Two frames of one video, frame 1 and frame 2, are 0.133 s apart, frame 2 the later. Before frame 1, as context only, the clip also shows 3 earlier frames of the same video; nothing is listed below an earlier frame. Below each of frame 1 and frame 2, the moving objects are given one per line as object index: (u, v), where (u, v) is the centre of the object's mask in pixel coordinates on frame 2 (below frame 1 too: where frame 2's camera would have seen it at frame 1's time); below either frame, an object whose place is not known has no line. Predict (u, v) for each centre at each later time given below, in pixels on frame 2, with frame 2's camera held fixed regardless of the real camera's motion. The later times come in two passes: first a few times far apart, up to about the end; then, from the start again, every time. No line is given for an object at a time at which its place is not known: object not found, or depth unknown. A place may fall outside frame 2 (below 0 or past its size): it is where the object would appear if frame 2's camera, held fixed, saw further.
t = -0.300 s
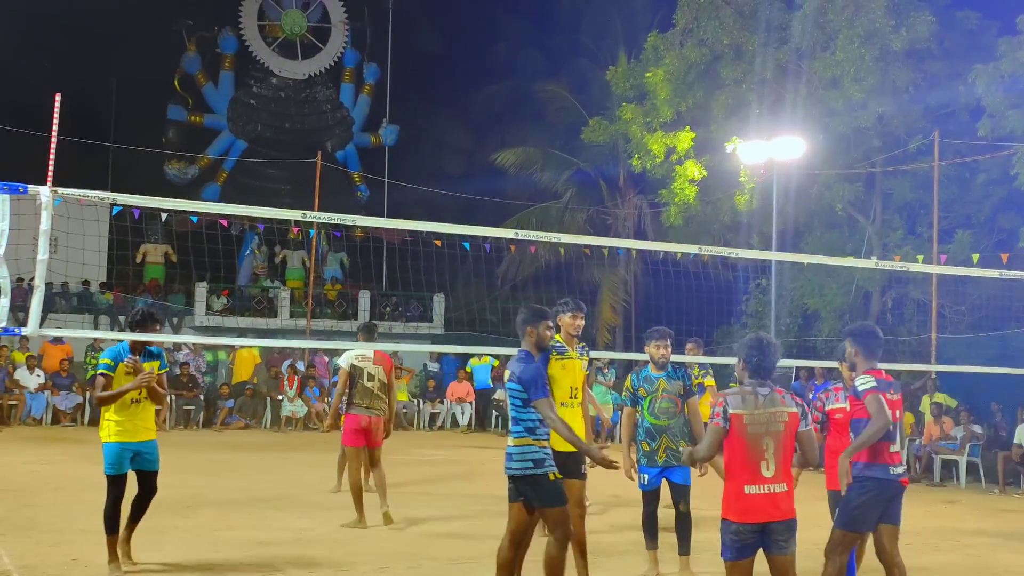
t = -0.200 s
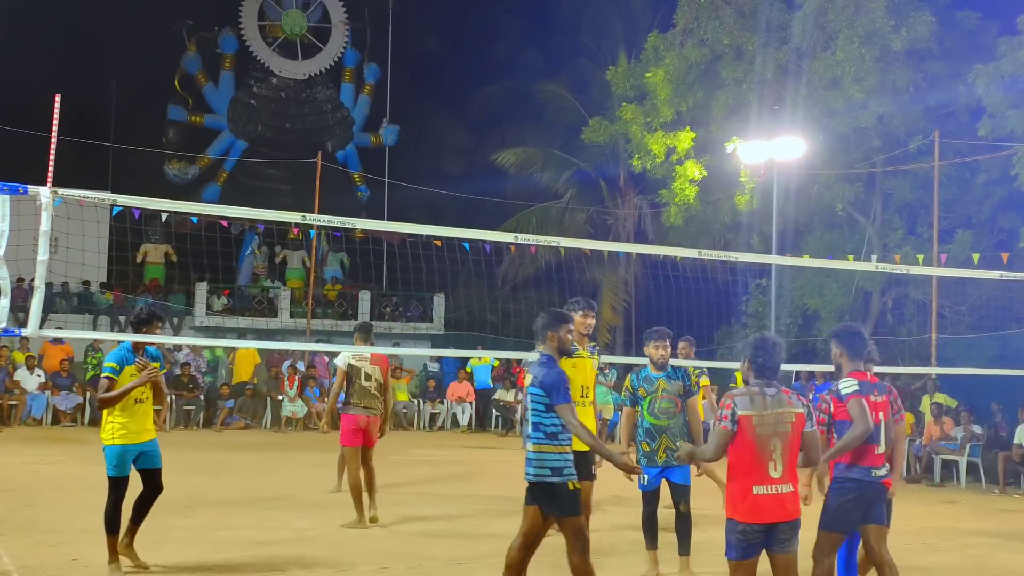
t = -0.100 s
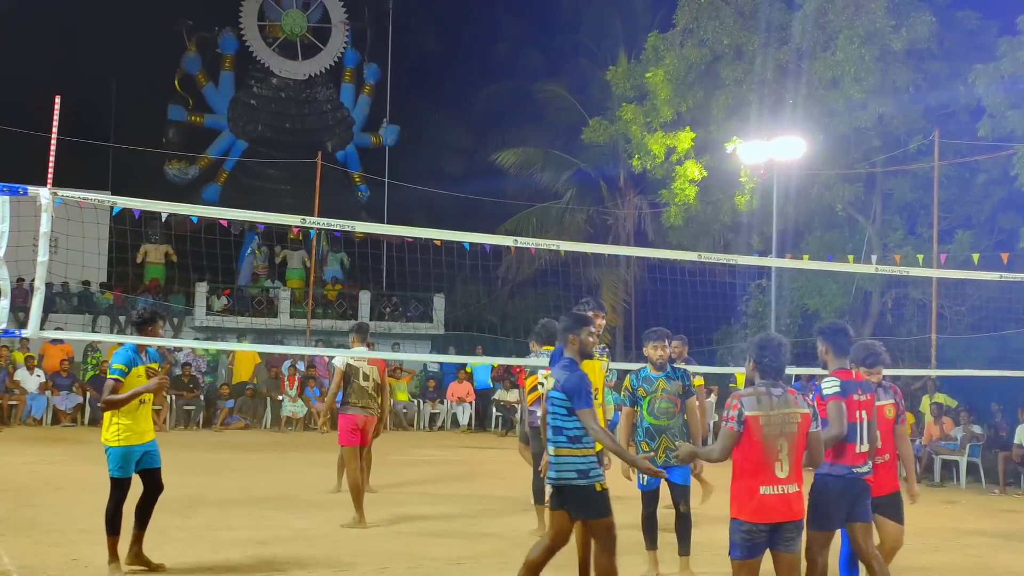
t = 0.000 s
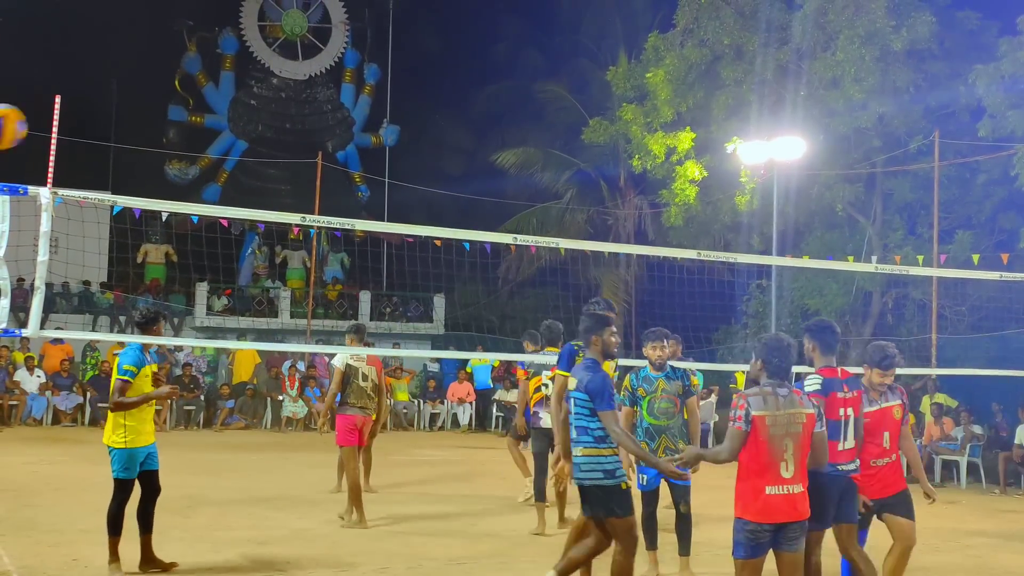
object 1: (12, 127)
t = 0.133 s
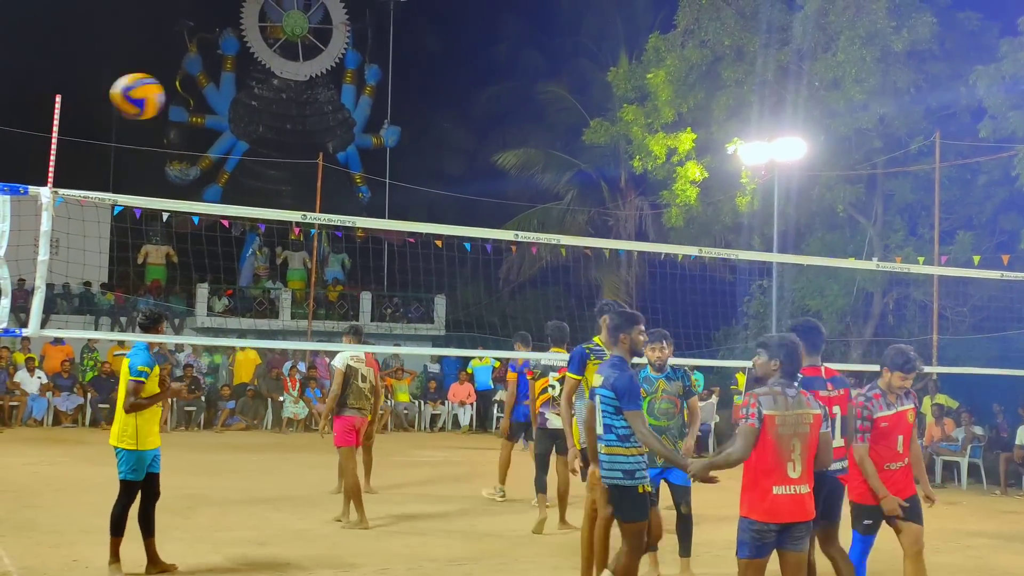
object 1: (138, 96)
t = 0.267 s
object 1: (280, 99)
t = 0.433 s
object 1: (470, 155)
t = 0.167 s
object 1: (173, 94)
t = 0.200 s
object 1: (208, 92)
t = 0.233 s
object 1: (244, 94)
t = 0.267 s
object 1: (280, 99)
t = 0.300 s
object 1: (318, 105)
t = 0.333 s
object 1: (355, 113)
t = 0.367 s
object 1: (393, 125)
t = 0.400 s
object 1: (431, 139)
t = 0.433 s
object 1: (470, 155)
